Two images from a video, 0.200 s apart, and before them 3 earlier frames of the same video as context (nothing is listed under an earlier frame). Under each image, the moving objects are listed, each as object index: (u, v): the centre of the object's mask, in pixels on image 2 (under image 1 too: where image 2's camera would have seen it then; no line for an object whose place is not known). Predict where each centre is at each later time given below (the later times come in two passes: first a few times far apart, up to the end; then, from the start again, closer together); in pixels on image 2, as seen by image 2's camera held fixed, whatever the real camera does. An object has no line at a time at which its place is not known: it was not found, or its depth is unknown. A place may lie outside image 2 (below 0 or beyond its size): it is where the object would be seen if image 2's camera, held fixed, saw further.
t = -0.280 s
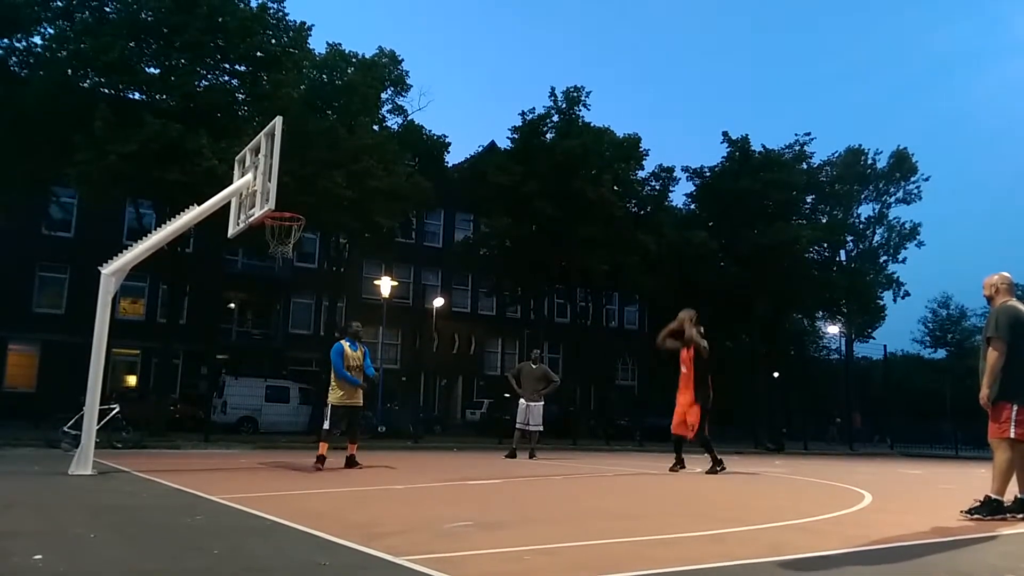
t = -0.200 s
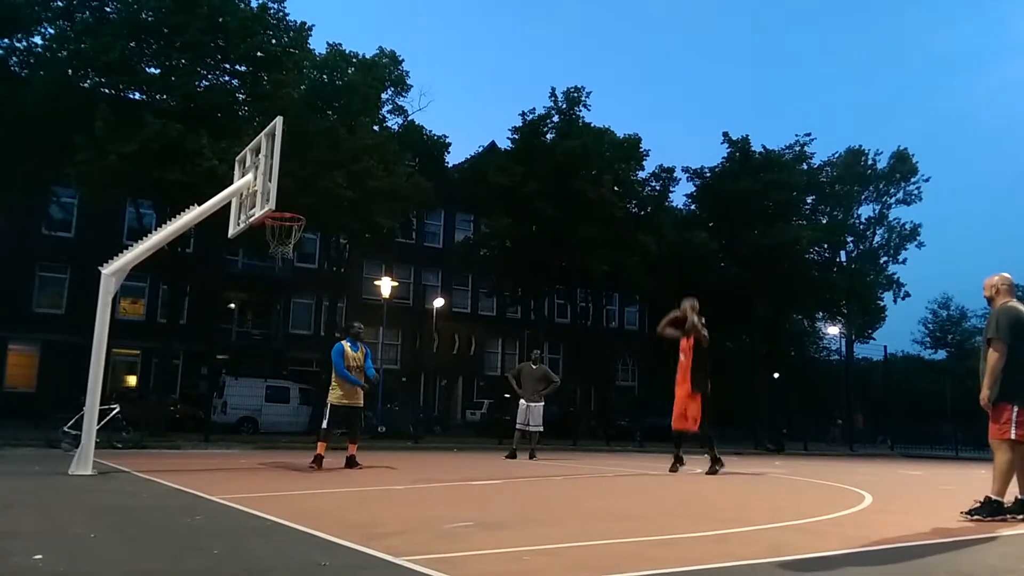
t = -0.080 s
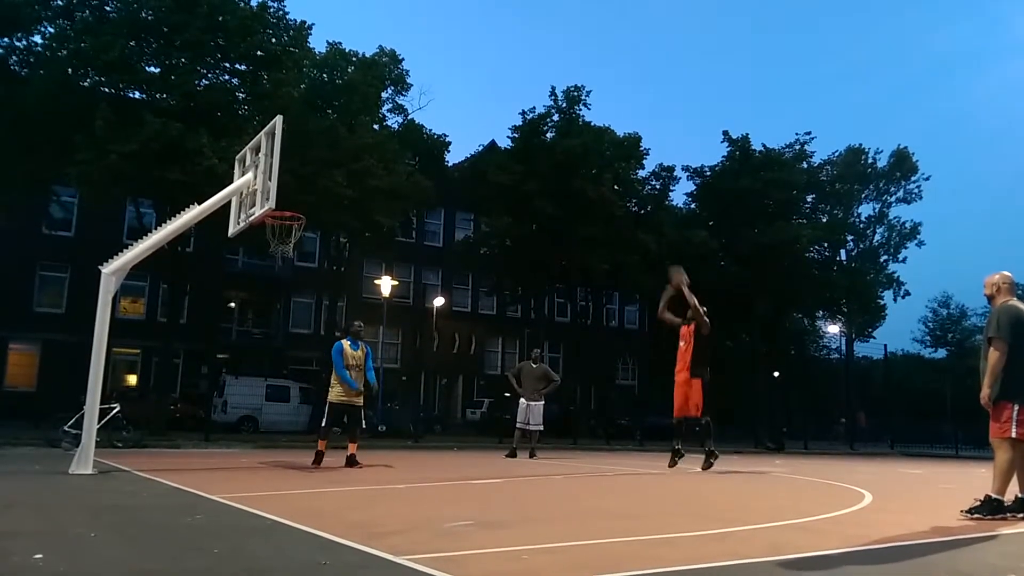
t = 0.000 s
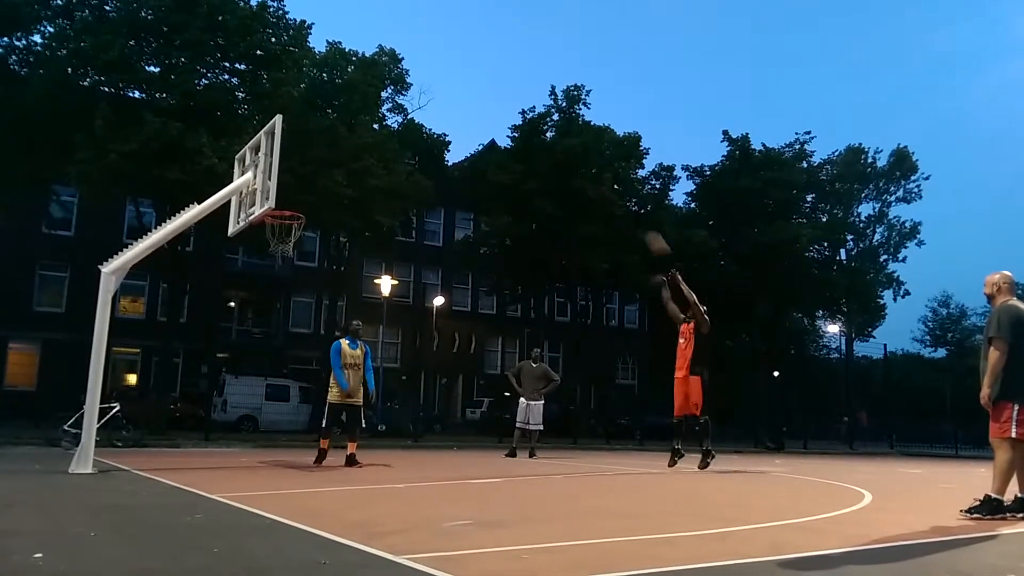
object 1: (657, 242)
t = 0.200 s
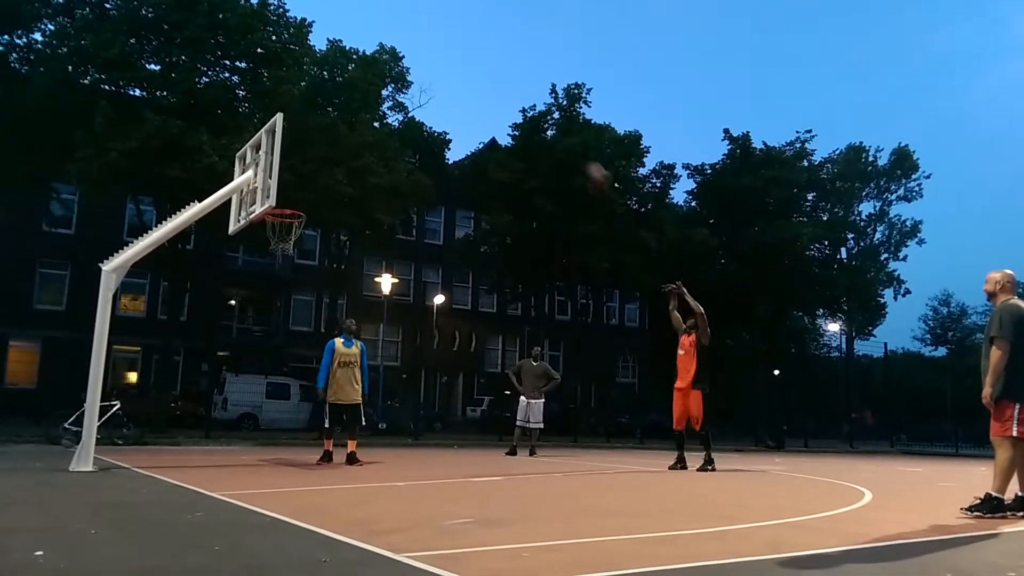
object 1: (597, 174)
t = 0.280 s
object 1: (573, 152)
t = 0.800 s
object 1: (412, 128)
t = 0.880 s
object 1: (387, 143)
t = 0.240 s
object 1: (585, 161)
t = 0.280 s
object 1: (573, 152)
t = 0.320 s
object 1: (562, 144)
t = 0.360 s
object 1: (549, 136)
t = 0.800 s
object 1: (412, 128)
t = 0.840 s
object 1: (400, 135)
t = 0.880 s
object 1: (387, 143)
